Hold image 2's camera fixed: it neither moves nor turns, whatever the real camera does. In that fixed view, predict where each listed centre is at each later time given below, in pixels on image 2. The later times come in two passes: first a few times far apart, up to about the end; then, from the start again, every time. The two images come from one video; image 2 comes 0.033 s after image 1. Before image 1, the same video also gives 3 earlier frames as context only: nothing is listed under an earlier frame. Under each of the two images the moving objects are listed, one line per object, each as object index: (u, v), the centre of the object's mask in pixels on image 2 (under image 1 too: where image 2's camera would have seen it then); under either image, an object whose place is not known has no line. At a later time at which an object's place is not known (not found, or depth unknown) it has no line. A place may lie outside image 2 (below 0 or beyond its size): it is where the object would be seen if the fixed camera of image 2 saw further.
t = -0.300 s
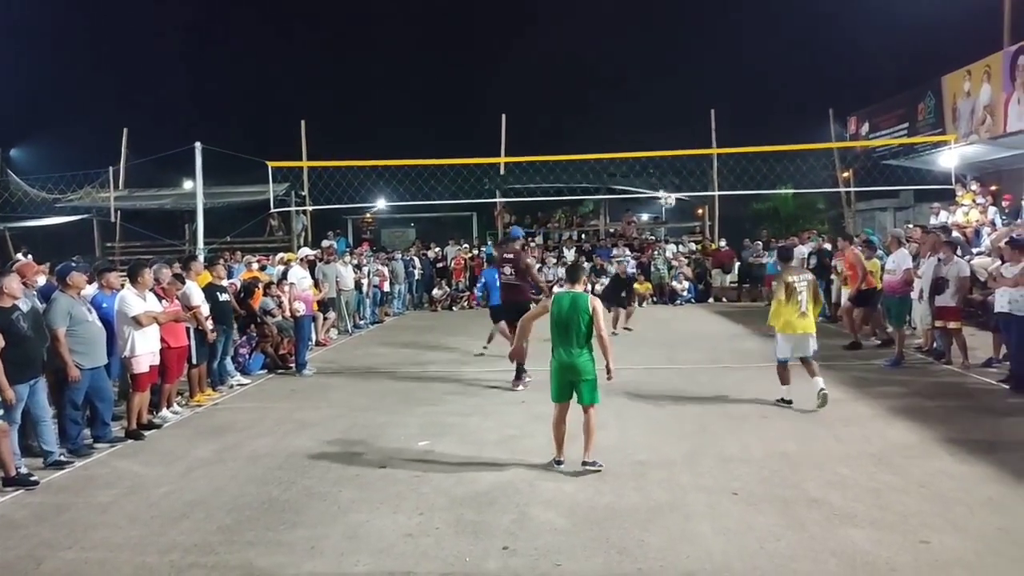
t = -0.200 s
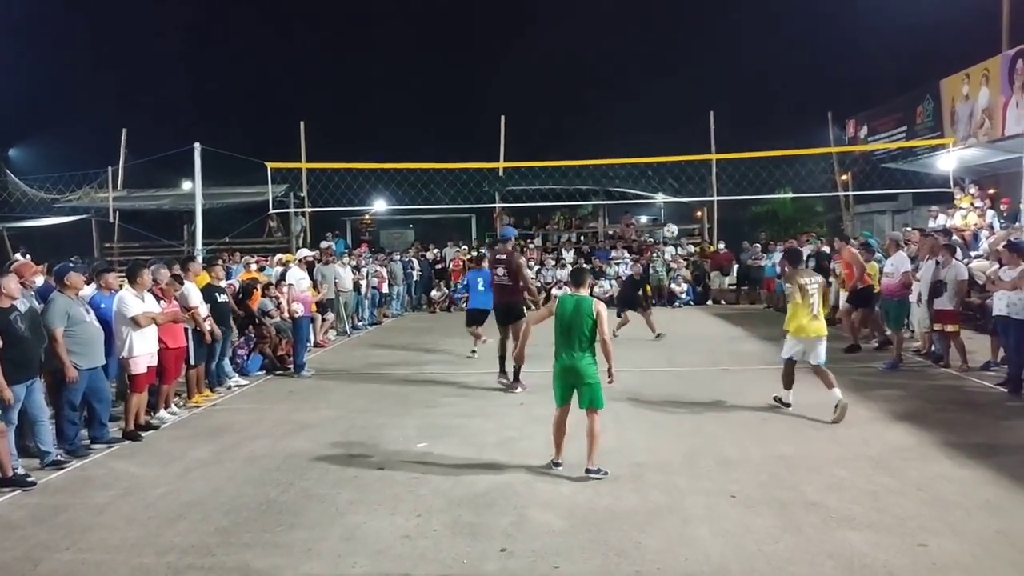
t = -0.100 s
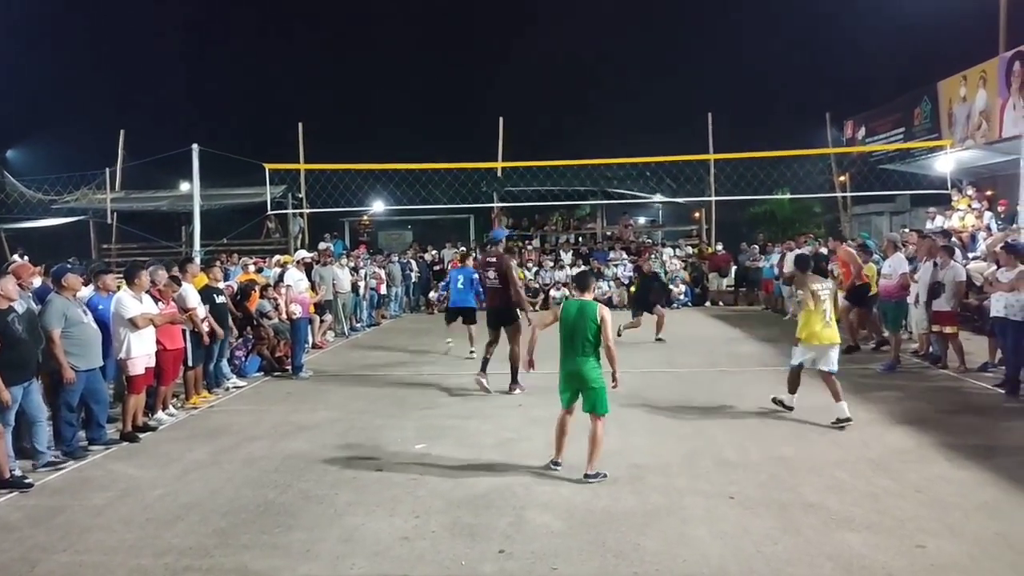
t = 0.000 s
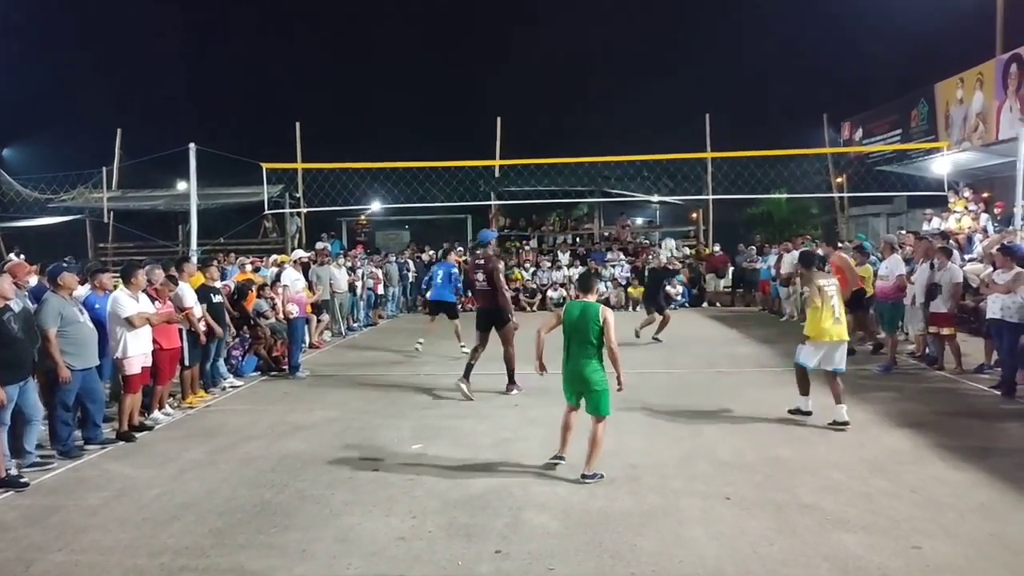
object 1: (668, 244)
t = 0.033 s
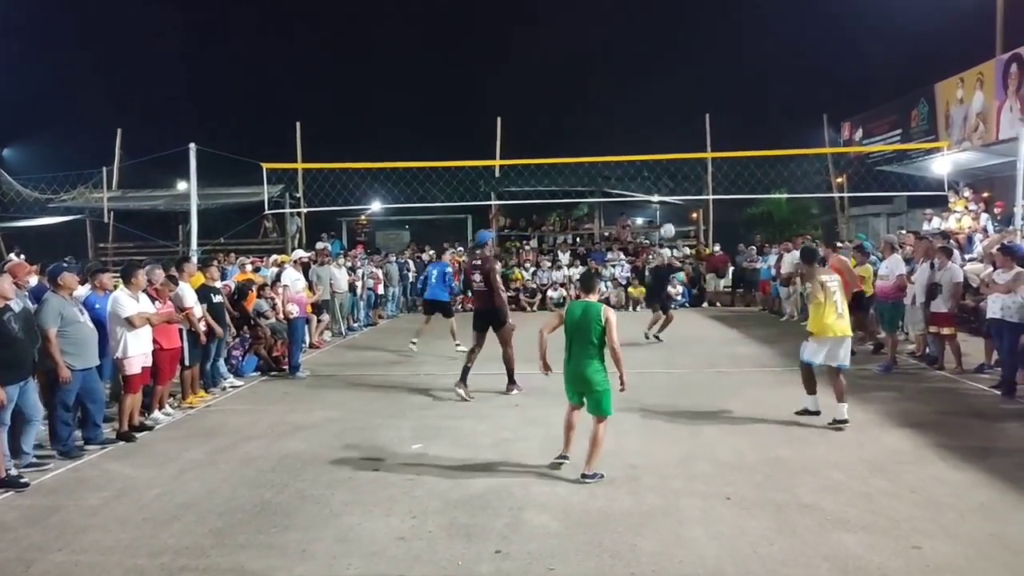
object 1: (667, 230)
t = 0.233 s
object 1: (660, 152)
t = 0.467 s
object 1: (649, 89)
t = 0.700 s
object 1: (641, 59)
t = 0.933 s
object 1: (630, 63)
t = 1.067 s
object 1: (624, 82)
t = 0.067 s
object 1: (666, 216)
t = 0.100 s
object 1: (665, 202)
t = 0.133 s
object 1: (664, 189)
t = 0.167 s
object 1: (662, 177)
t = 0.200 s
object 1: (661, 166)
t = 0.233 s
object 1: (660, 152)
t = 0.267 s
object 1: (659, 143)
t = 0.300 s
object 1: (657, 132)
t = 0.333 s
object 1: (656, 123)
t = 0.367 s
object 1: (653, 113)
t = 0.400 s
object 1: (652, 104)
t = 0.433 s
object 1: (650, 96)
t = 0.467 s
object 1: (649, 89)
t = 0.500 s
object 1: (648, 83)
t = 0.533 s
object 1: (647, 77)
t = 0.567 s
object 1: (645, 72)
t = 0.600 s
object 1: (644, 68)
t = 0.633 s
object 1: (642, 64)
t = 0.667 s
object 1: (641, 61)
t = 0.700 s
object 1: (641, 59)
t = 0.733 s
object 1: (639, 58)
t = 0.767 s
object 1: (638, 57)
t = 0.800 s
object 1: (636, 56)
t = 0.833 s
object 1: (635, 57)
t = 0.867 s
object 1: (633, 58)
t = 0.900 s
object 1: (632, 60)
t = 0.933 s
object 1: (630, 63)
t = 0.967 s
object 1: (629, 66)
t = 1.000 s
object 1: (627, 71)
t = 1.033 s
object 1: (625, 76)
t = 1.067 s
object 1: (624, 82)
